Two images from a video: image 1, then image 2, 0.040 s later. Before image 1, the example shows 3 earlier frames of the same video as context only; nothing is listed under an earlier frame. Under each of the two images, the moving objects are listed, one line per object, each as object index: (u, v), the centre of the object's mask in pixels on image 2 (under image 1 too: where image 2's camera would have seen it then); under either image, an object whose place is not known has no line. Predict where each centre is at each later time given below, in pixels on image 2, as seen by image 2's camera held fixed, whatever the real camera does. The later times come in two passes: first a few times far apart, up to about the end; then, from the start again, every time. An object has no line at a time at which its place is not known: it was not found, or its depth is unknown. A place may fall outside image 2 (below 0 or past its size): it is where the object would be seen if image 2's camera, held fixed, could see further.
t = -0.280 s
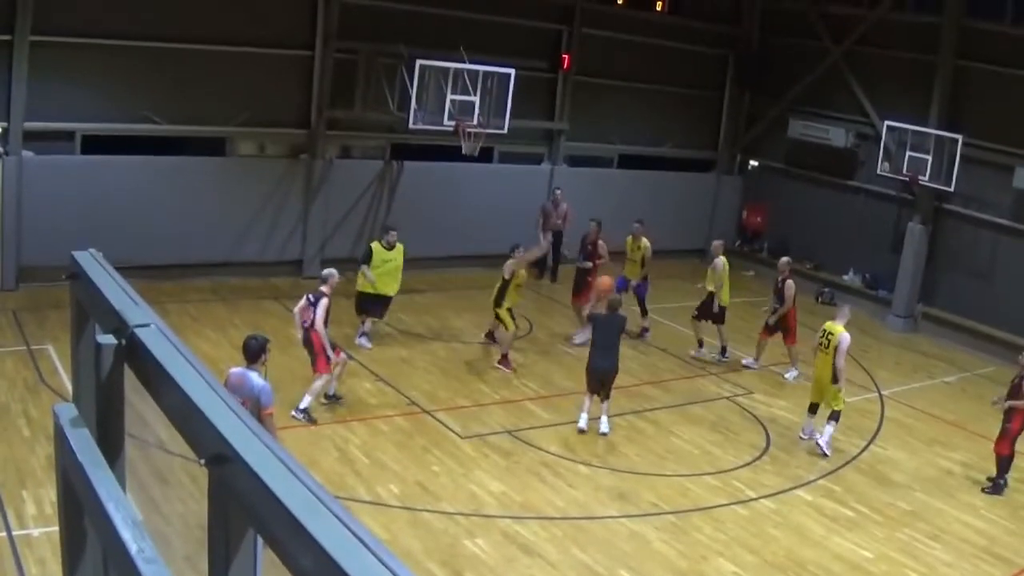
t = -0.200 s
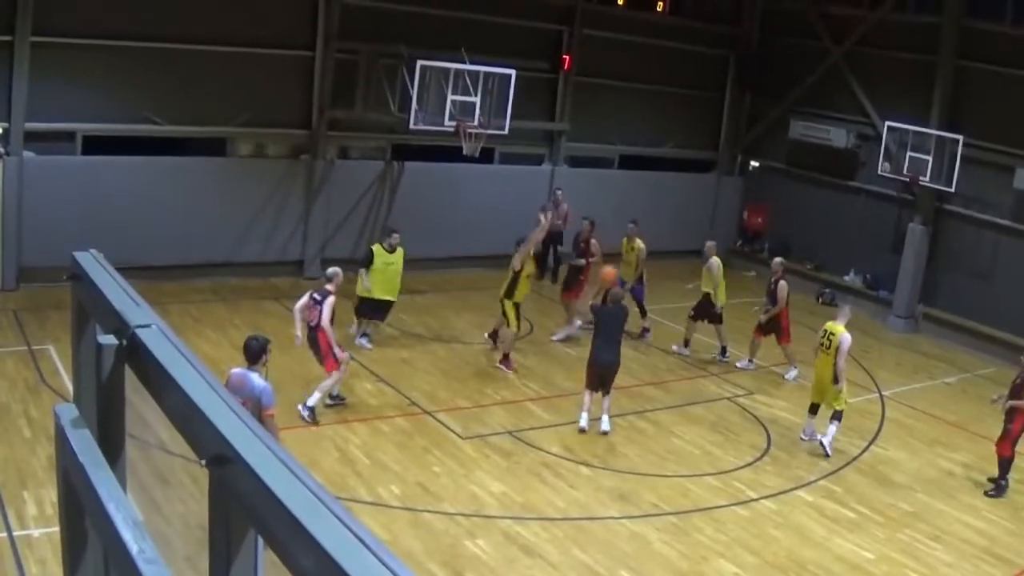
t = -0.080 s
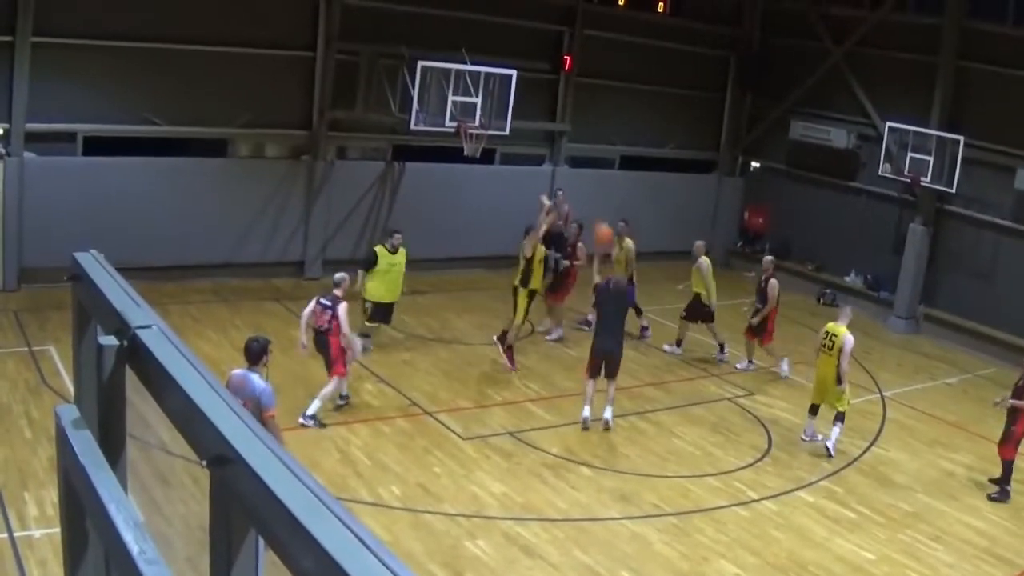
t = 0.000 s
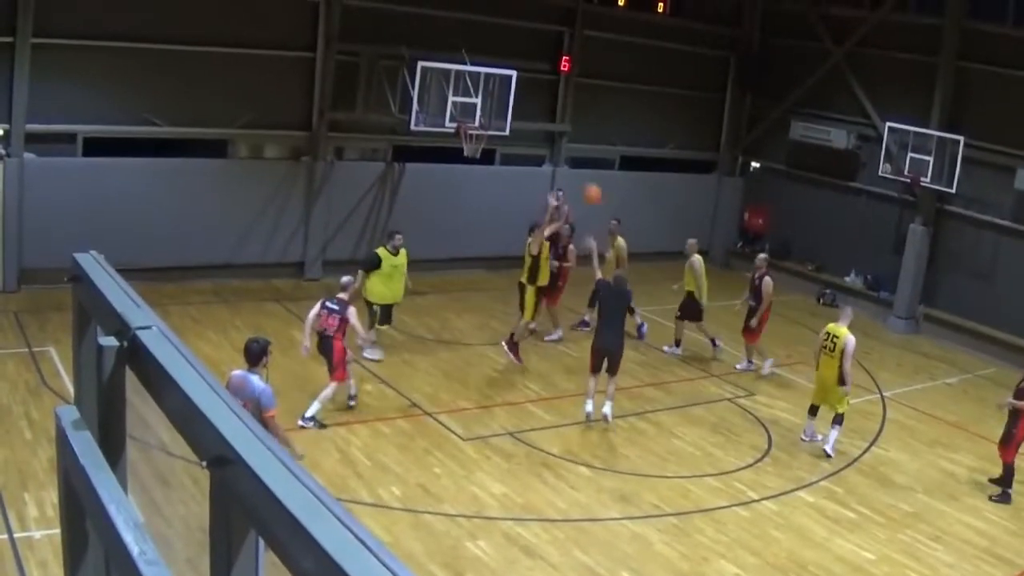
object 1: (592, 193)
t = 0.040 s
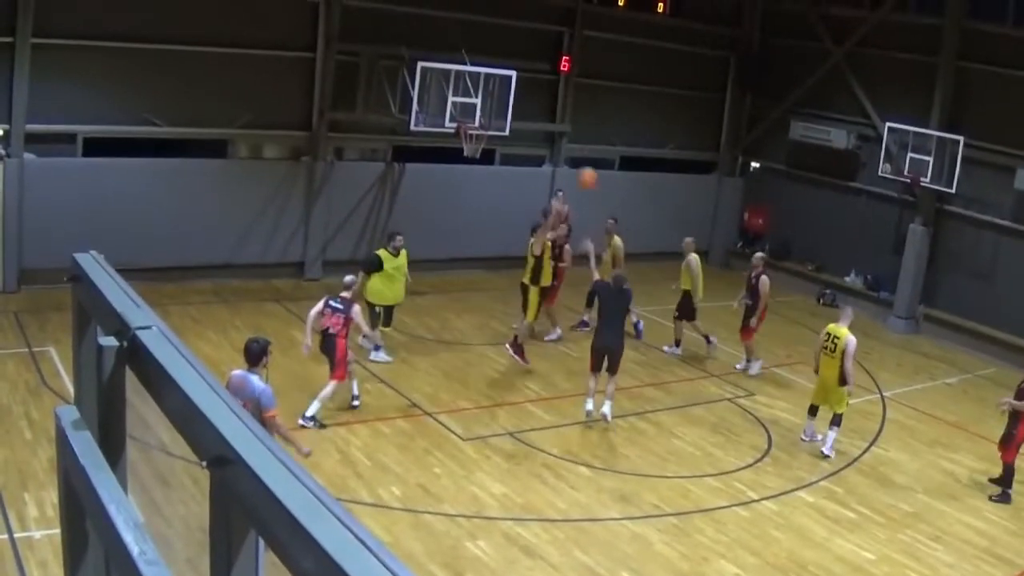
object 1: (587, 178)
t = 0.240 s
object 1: (561, 114)
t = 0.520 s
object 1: (522, 82)
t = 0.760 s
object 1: (488, 96)
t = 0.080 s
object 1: (582, 161)
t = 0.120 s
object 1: (577, 147)
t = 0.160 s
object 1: (571, 135)
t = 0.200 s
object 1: (566, 122)
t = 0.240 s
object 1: (561, 114)
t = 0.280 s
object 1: (555, 105)
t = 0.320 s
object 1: (549, 98)
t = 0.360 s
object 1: (543, 93)
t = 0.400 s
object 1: (538, 88)
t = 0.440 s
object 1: (533, 85)
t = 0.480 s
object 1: (527, 83)
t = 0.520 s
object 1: (522, 82)
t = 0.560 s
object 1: (517, 82)
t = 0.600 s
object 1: (512, 82)
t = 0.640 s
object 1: (503, 85)
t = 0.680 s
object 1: (499, 88)
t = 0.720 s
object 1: (493, 92)
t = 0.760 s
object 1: (488, 96)
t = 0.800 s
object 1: (482, 104)
